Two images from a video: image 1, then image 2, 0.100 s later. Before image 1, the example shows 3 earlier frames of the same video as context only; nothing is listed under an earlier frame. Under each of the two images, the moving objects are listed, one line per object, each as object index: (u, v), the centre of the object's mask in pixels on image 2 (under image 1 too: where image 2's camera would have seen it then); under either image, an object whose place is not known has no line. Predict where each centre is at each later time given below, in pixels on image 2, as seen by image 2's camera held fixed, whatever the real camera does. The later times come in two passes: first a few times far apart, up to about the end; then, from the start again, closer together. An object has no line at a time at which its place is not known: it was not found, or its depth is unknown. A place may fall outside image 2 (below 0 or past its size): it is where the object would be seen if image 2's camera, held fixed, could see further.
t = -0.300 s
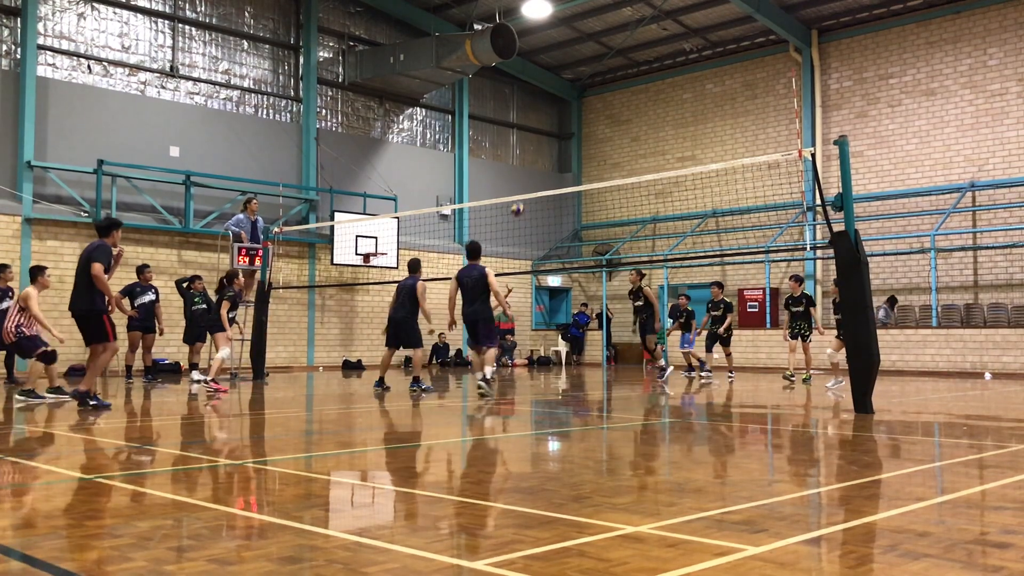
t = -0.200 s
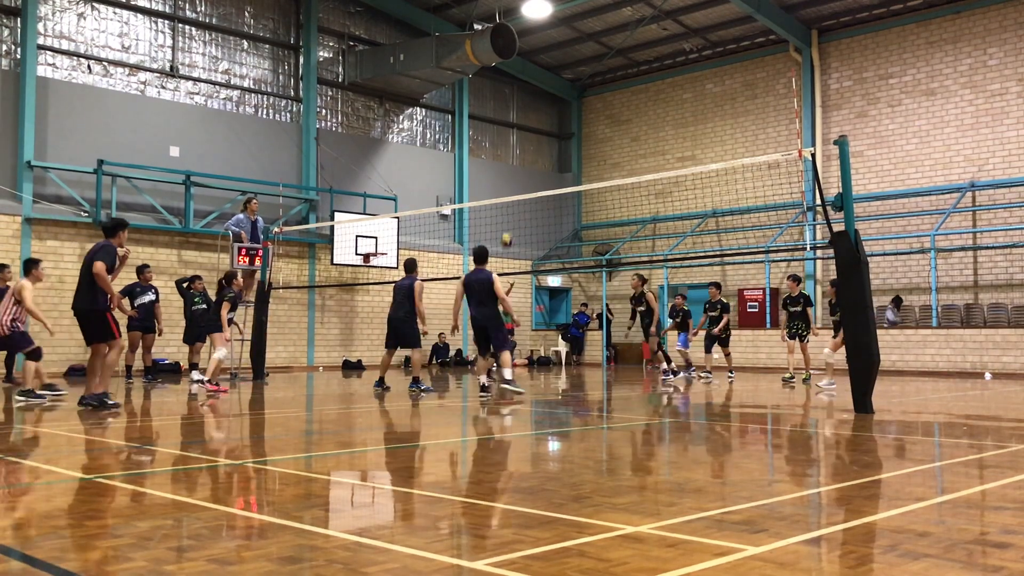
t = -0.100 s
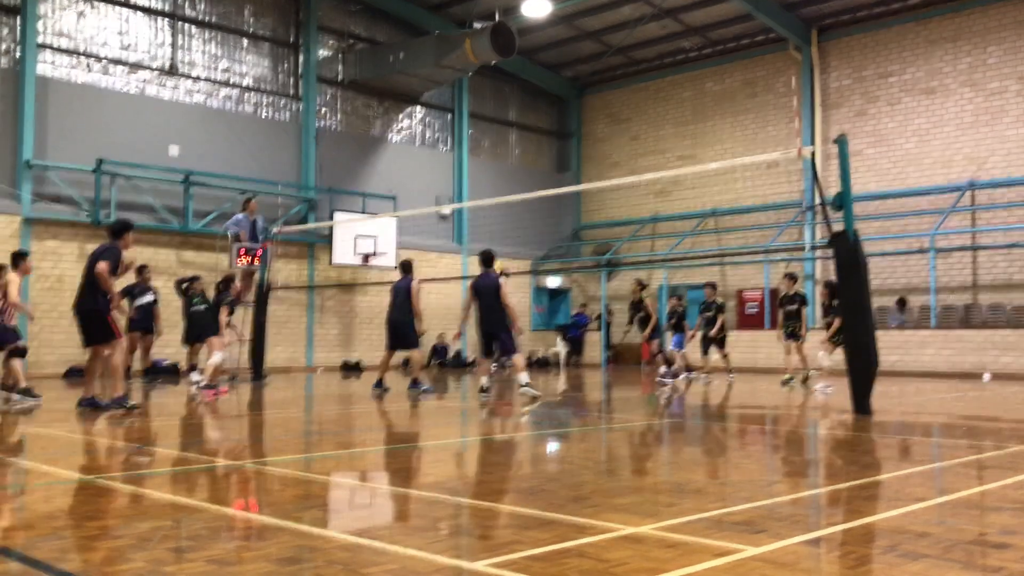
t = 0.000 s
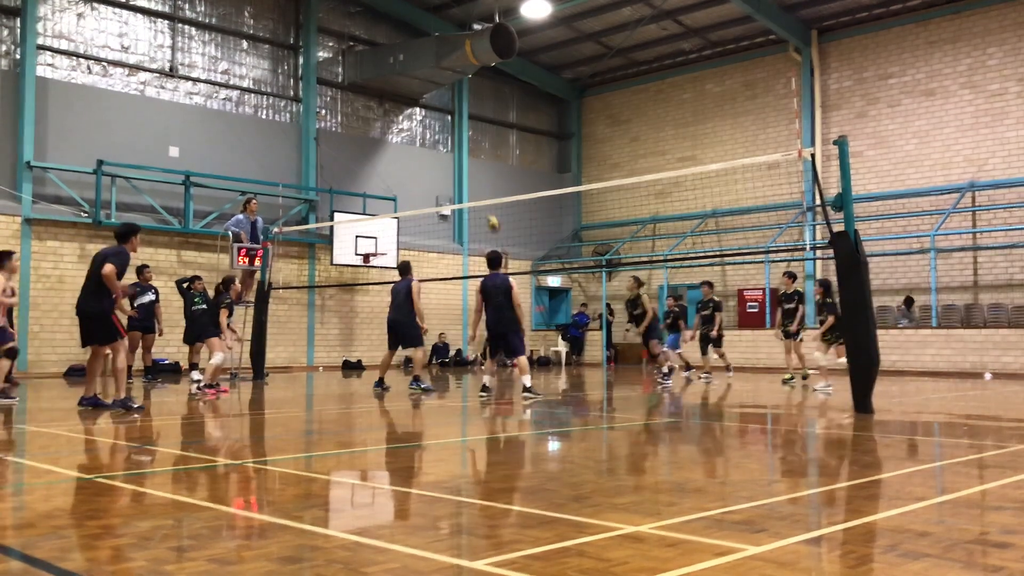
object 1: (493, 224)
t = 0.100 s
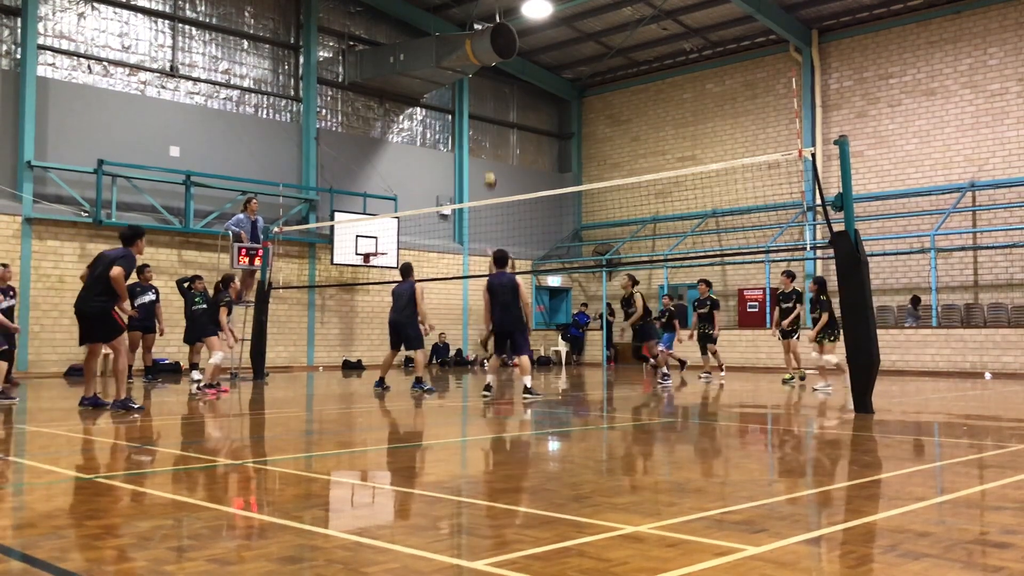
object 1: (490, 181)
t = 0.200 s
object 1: (487, 145)
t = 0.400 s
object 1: (479, 91)
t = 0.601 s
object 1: (471, 61)
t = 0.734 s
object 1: (465, 56)
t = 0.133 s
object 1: (489, 168)
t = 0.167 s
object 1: (488, 156)
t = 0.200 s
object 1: (487, 145)
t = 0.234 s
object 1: (485, 133)
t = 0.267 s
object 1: (484, 124)
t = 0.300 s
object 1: (483, 114)
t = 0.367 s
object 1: (481, 98)
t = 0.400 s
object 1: (479, 91)
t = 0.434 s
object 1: (478, 84)
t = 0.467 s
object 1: (476, 78)
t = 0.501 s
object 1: (475, 73)
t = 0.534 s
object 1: (473, 68)
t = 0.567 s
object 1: (472, 64)
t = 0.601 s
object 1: (471, 61)
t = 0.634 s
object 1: (469, 58)
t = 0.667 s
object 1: (468, 57)
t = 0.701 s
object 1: (466, 56)
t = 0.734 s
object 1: (465, 56)
